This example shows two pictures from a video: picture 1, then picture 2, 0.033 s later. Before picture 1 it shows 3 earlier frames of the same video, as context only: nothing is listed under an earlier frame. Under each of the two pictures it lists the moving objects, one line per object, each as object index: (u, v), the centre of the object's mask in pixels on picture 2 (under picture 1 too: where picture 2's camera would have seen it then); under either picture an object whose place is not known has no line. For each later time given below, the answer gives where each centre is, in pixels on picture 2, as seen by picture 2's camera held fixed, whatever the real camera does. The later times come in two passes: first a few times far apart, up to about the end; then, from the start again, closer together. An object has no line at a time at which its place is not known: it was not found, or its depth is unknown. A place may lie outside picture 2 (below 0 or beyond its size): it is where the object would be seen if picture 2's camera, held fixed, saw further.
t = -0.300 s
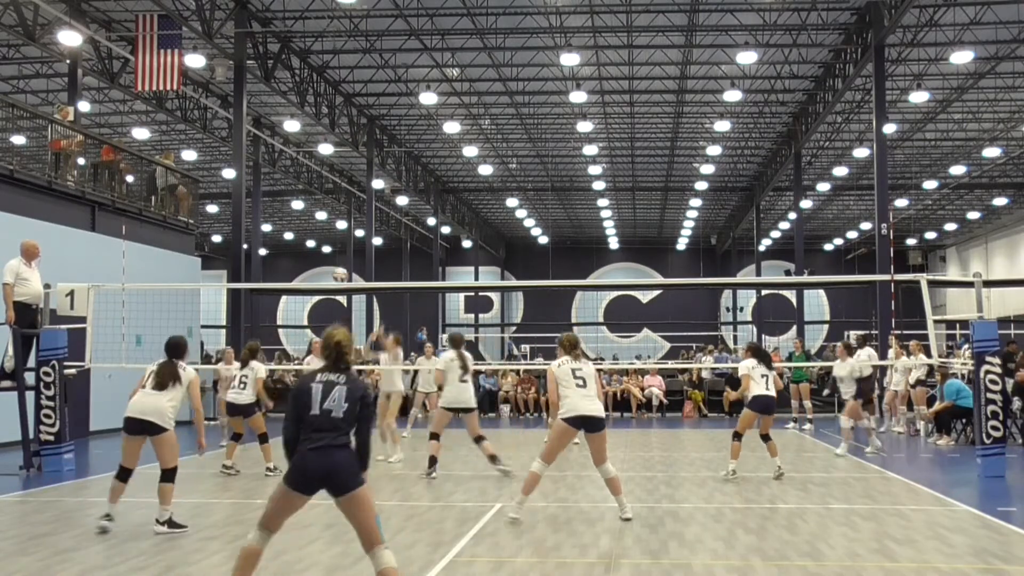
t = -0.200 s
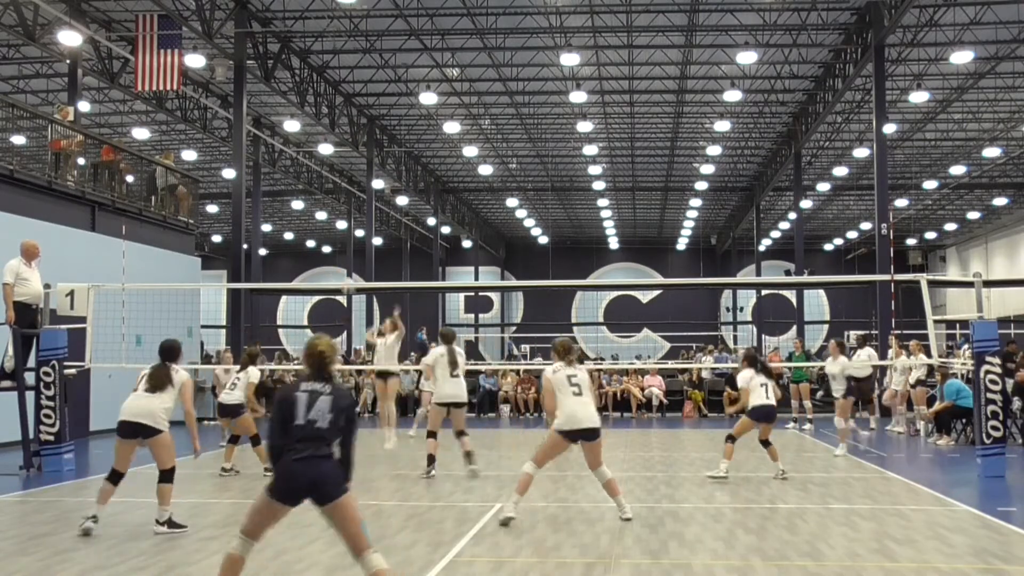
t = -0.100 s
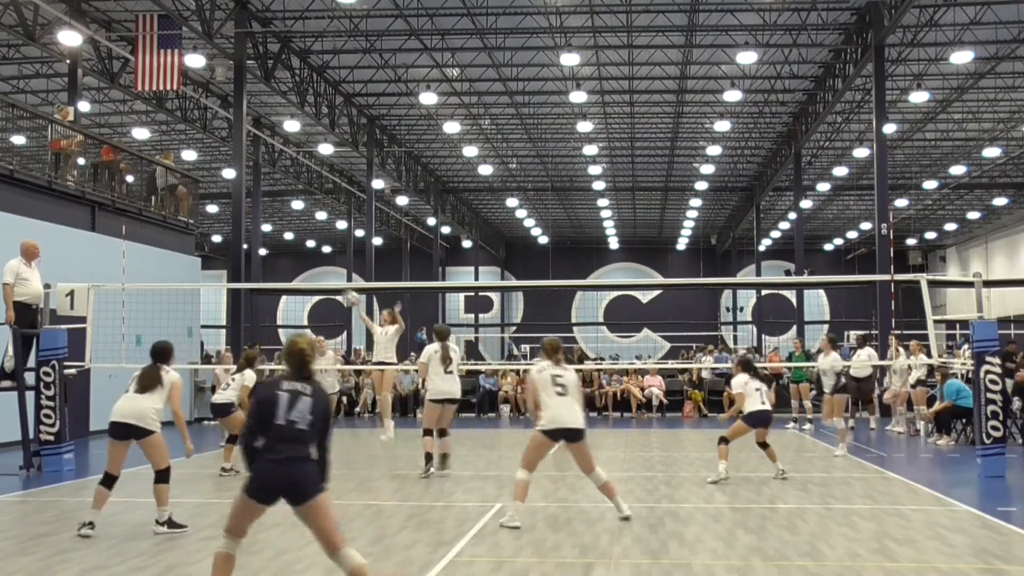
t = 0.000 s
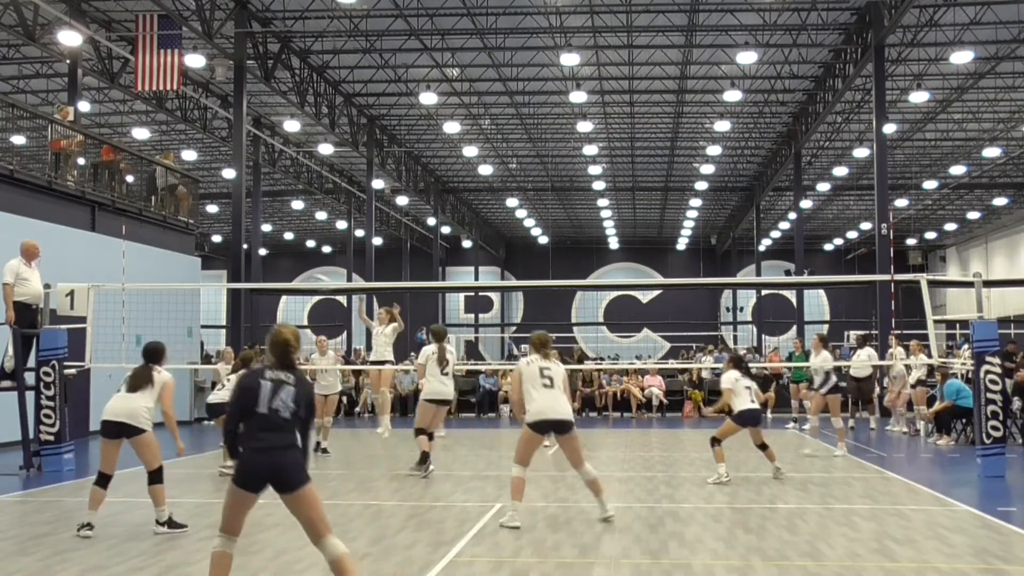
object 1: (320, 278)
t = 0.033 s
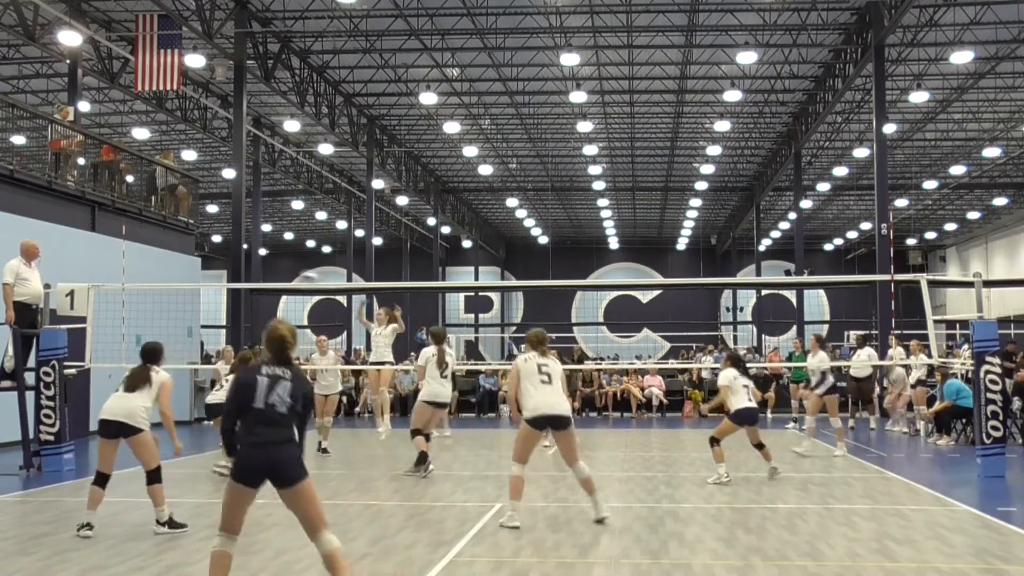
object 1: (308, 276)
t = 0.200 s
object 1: (257, 271)
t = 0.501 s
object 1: (145, 320)
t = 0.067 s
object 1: (298, 274)
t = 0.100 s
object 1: (288, 272)
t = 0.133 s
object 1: (279, 272)
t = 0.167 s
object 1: (268, 271)
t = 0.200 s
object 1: (257, 271)
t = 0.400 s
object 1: (183, 295)
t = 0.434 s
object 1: (171, 299)
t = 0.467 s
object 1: (158, 310)
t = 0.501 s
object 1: (145, 320)
